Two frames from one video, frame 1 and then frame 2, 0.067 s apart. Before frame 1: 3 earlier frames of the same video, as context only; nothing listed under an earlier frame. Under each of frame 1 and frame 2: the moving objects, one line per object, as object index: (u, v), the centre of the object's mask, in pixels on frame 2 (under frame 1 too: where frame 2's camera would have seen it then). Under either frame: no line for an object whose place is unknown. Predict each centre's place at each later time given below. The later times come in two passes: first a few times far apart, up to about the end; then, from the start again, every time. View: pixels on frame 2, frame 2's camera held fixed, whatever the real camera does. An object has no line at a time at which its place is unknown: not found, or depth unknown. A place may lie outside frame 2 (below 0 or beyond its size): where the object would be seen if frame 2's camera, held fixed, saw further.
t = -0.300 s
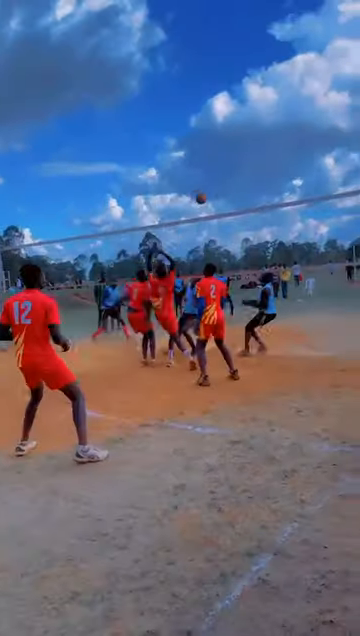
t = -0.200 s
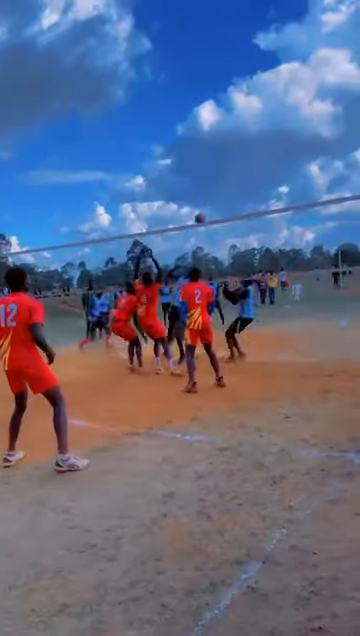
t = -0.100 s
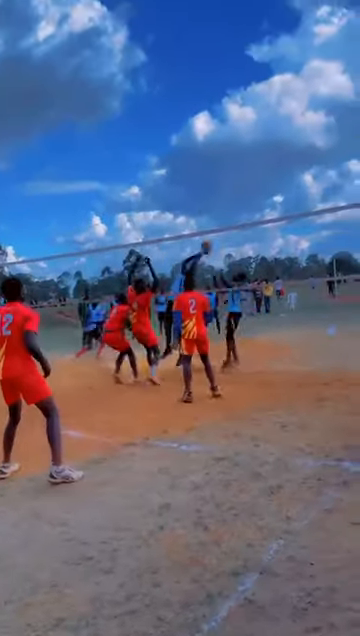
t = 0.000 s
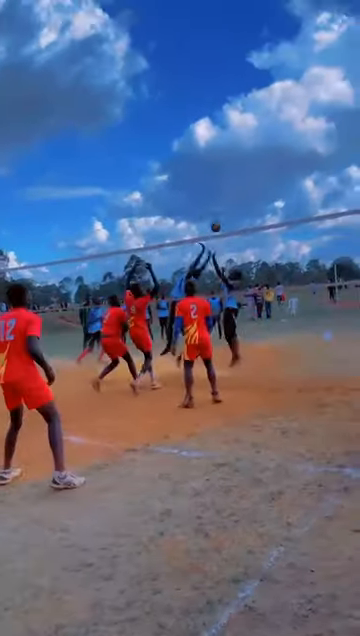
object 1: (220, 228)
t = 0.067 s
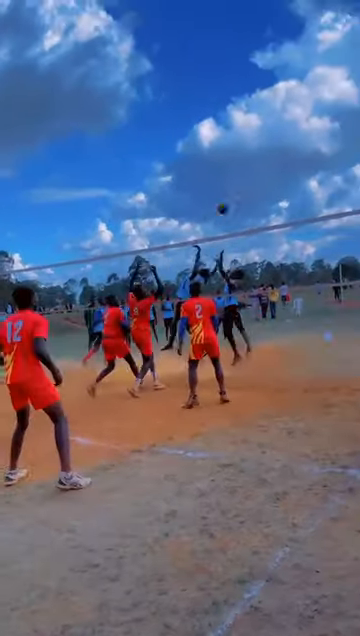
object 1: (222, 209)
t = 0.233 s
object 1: (230, 171)
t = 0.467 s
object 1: (242, 144)
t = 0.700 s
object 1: (254, 146)
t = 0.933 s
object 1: (266, 178)
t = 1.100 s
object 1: (275, 215)
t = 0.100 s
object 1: (225, 200)
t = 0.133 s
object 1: (226, 192)
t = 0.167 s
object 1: (227, 184)
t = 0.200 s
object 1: (228, 178)
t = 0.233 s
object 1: (230, 171)
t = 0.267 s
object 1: (232, 166)
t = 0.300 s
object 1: (233, 159)
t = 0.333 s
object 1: (235, 156)
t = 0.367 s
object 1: (236, 151)
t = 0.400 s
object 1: (238, 148)
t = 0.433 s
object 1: (240, 146)
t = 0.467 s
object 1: (242, 144)
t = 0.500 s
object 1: (243, 143)
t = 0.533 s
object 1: (245, 142)
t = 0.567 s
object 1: (246, 142)
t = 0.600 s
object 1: (248, 142)
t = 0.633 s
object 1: (250, 143)
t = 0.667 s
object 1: (252, 144)
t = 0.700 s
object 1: (254, 146)
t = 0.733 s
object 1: (255, 149)
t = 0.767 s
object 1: (257, 152)
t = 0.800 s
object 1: (259, 156)
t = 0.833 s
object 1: (261, 161)
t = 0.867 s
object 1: (262, 166)
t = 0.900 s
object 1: (264, 171)
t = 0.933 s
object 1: (266, 178)
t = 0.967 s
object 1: (268, 184)
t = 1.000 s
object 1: (270, 191)
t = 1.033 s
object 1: (271, 198)
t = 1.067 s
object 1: (273, 206)
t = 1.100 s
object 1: (275, 215)
